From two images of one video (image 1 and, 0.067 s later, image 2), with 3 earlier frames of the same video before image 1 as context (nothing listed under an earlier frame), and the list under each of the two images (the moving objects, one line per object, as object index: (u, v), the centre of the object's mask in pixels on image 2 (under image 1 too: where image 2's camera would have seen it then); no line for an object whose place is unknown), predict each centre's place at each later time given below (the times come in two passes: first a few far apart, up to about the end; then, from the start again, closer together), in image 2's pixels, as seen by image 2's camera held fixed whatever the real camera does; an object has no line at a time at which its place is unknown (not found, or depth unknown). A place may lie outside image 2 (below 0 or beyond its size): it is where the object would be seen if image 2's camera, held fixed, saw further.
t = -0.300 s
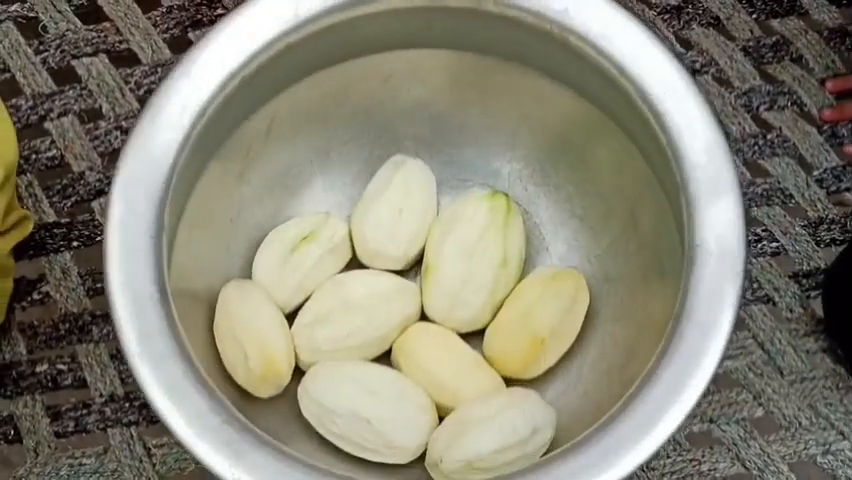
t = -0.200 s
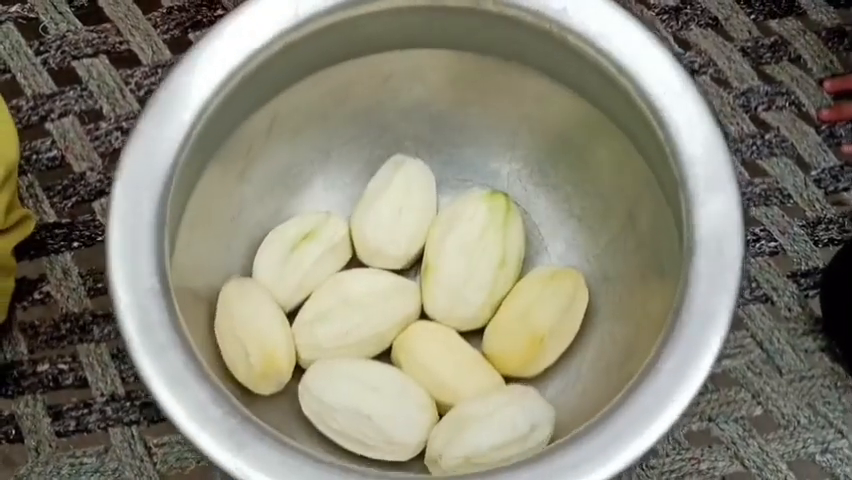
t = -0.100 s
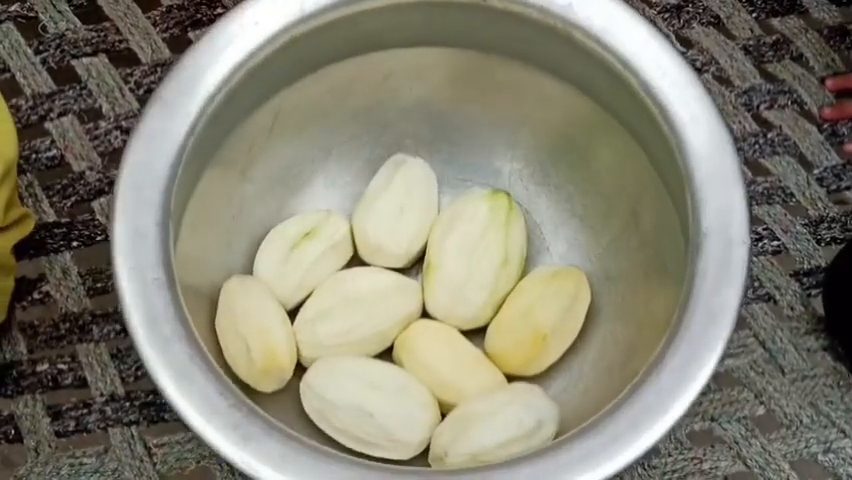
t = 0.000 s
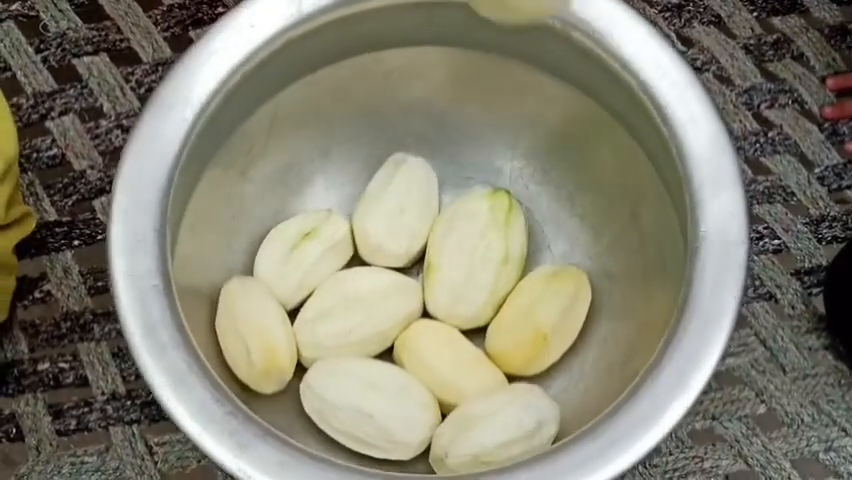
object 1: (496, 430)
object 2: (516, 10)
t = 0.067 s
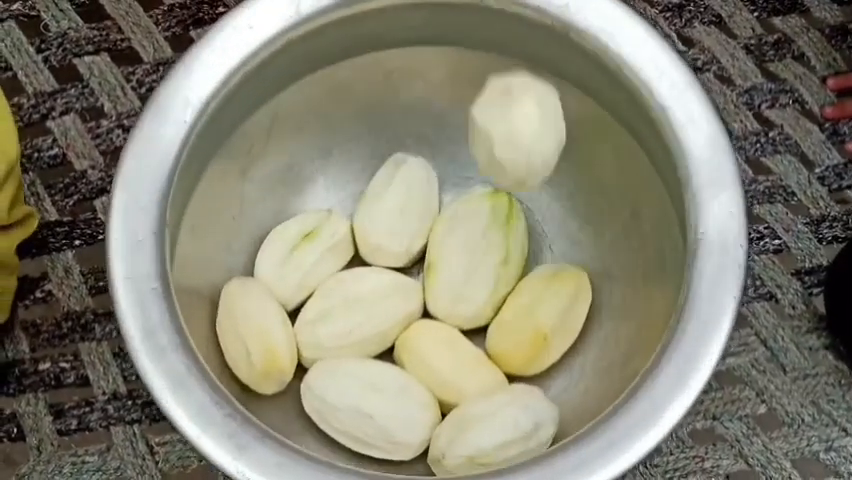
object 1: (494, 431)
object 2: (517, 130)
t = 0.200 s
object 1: (502, 421)
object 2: (603, 339)
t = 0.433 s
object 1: (477, 433)
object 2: (565, 358)
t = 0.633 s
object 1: (485, 430)
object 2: (594, 353)
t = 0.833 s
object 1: (483, 432)
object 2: (590, 357)
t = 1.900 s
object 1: (483, 427)
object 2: (590, 355)
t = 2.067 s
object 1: (483, 428)
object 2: (591, 361)
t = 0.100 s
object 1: (493, 431)
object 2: (518, 220)
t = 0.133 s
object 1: (495, 427)
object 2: (548, 270)
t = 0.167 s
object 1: (498, 423)
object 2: (584, 303)
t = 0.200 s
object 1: (502, 421)
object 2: (603, 339)
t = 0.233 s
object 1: (501, 425)
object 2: (573, 353)
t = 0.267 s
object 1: (489, 433)
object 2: (556, 357)
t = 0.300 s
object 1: (481, 439)
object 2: (548, 354)
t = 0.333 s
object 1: (476, 439)
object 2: (546, 349)
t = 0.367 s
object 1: (474, 438)
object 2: (548, 350)
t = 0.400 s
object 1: (475, 436)
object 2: (555, 354)
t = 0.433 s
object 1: (477, 433)
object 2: (565, 358)
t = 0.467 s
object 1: (480, 429)
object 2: (575, 362)
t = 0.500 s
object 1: (483, 428)
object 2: (582, 362)
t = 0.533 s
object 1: (485, 428)
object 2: (586, 358)
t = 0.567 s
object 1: (487, 428)
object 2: (591, 355)
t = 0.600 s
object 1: (486, 429)
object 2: (595, 353)
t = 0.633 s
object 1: (485, 430)
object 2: (594, 353)
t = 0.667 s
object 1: (483, 431)
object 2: (591, 354)
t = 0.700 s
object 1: (480, 431)
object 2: (588, 355)
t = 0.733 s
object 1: (479, 432)
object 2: (588, 356)
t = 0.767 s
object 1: (480, 432)
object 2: (588, 356)
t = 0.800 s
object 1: (481, 433)
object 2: (589, 357)
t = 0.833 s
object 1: (483, 432)
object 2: (590, 357)
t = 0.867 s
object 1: (484, 430)
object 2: (591, 357)
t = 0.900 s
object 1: (485, 428)
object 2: (591, 356)
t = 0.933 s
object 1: (485, 427)
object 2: (591, 356)
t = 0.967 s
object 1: (484, 427)
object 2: (590, 355)
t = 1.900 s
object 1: (483, 427)
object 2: (590, 355)
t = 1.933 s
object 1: (484, 427)
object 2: (590, 356)
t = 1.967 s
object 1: (483, 428)
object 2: (590, 356)
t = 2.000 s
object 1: (482, 429)
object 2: (589, 356)
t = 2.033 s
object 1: (482, 429)
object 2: (590, 357)
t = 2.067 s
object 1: (483, 428)
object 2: (591, 361)
